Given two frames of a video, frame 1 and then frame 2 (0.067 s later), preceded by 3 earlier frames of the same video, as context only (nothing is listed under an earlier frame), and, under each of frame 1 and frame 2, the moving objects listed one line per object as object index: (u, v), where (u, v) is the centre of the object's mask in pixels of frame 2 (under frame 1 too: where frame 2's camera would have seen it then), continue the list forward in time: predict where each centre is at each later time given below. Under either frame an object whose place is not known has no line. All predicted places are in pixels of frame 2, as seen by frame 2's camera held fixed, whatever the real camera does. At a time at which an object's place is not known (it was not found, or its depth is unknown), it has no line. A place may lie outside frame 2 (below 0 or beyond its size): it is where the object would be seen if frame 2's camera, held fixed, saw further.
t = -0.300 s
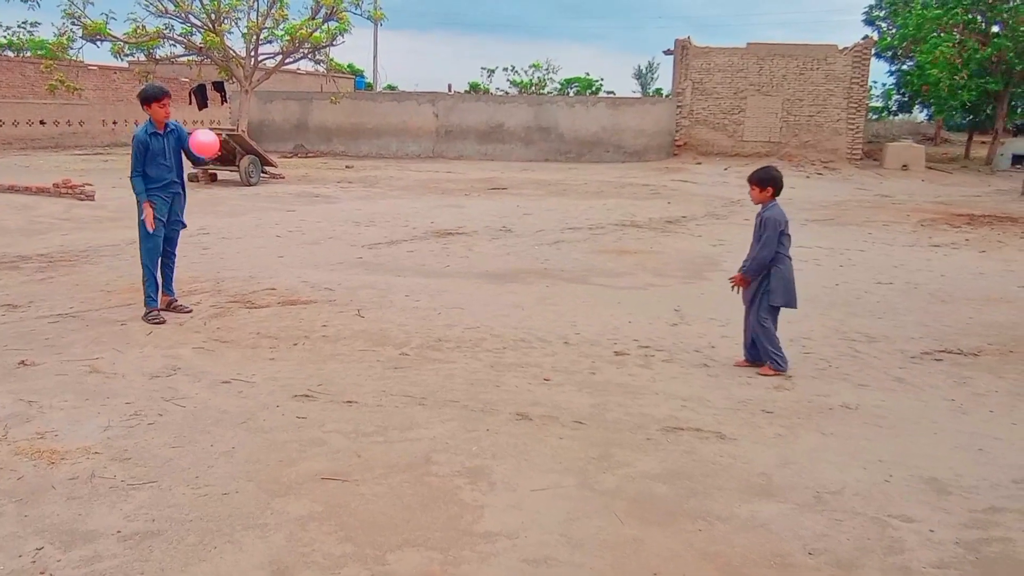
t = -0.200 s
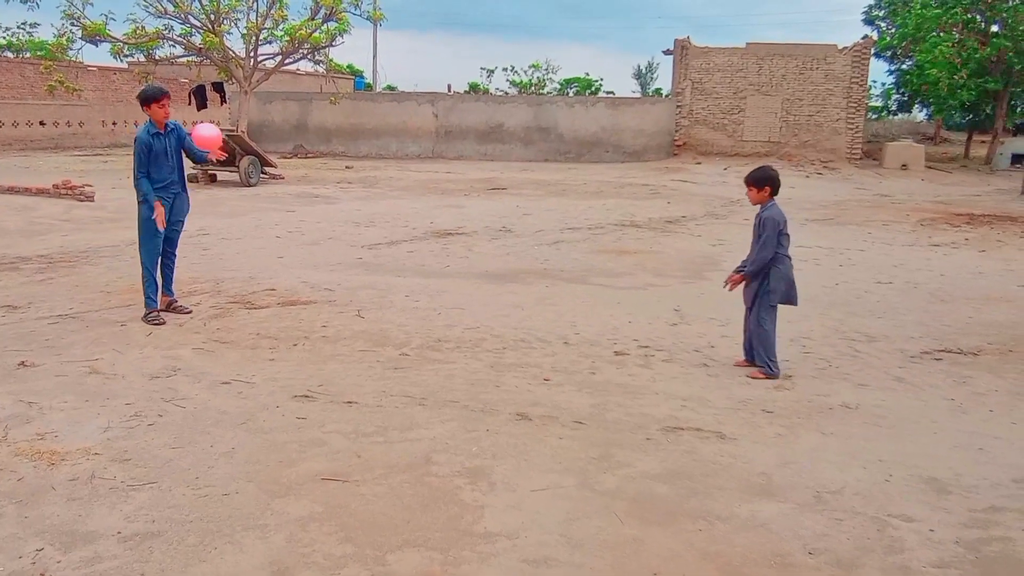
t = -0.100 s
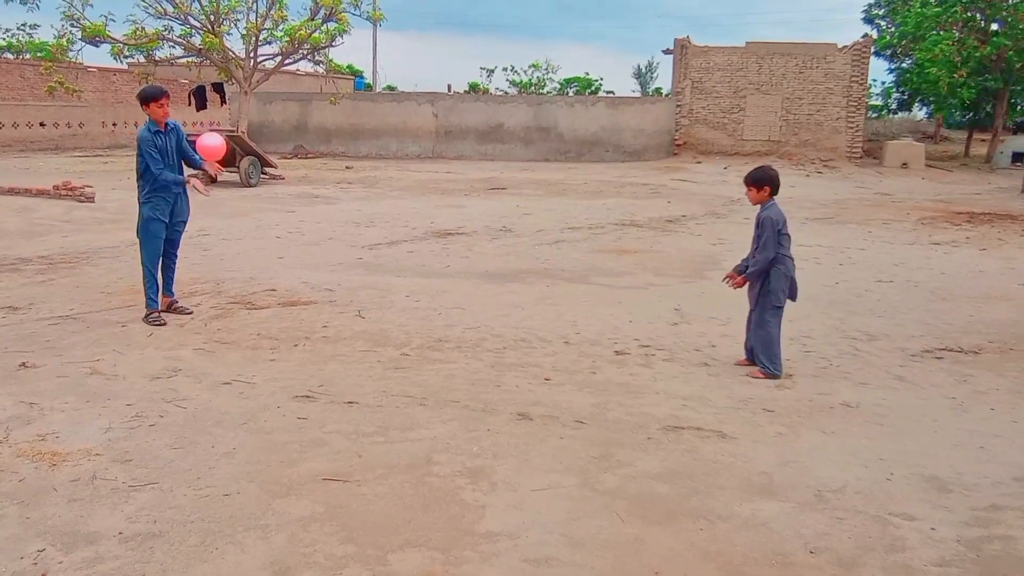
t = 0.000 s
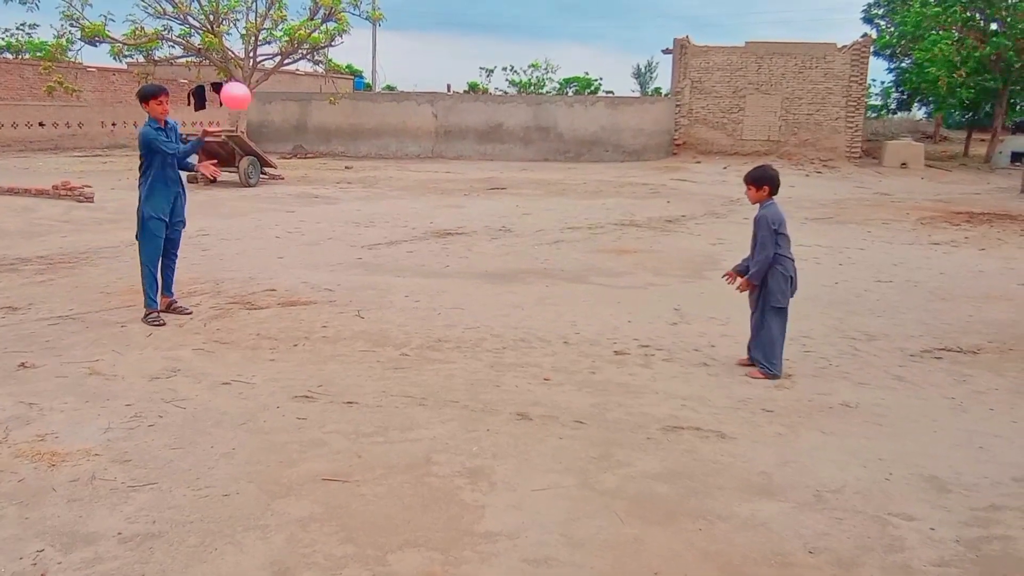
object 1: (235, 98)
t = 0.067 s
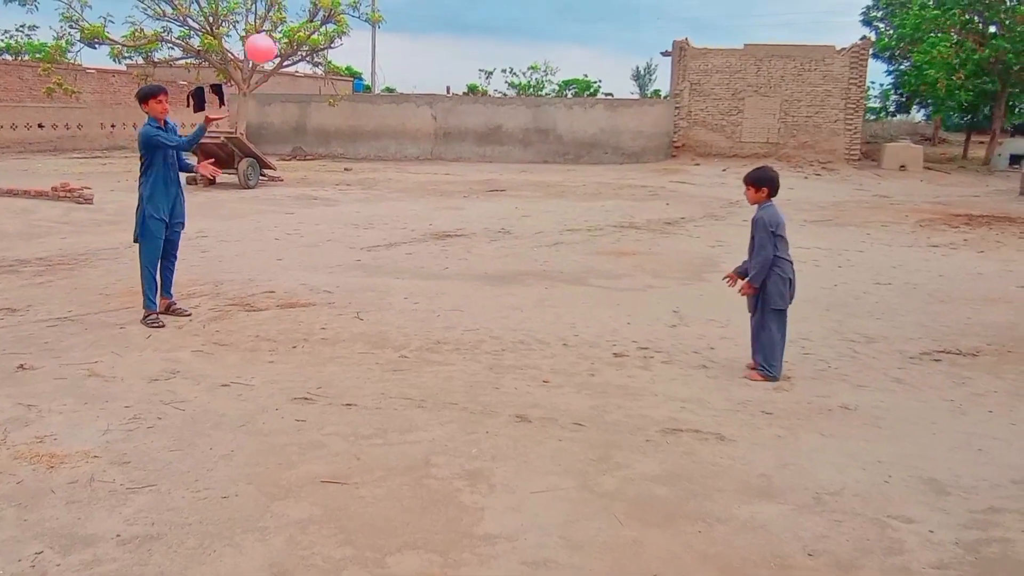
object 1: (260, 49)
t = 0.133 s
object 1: (287, 8)
